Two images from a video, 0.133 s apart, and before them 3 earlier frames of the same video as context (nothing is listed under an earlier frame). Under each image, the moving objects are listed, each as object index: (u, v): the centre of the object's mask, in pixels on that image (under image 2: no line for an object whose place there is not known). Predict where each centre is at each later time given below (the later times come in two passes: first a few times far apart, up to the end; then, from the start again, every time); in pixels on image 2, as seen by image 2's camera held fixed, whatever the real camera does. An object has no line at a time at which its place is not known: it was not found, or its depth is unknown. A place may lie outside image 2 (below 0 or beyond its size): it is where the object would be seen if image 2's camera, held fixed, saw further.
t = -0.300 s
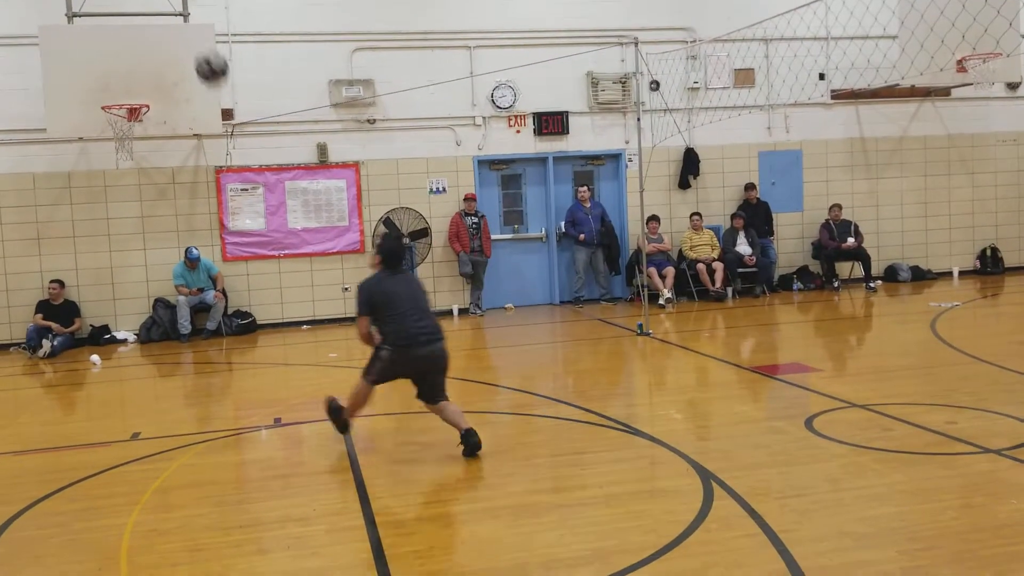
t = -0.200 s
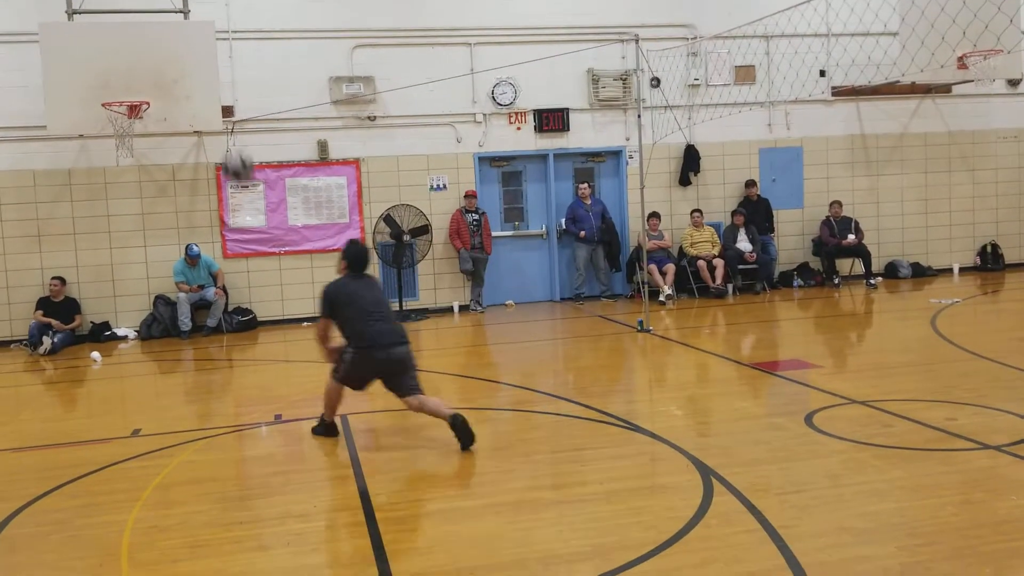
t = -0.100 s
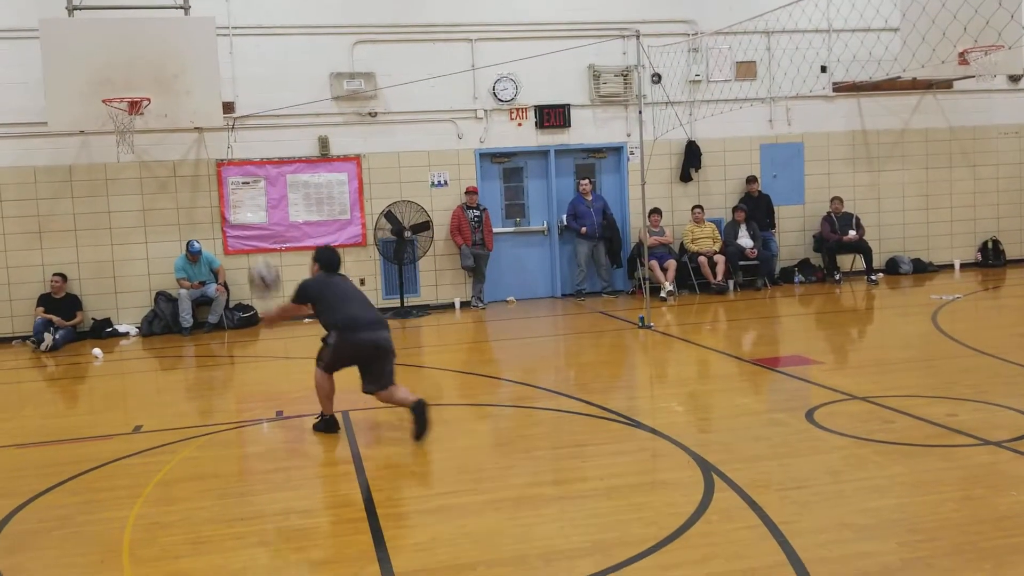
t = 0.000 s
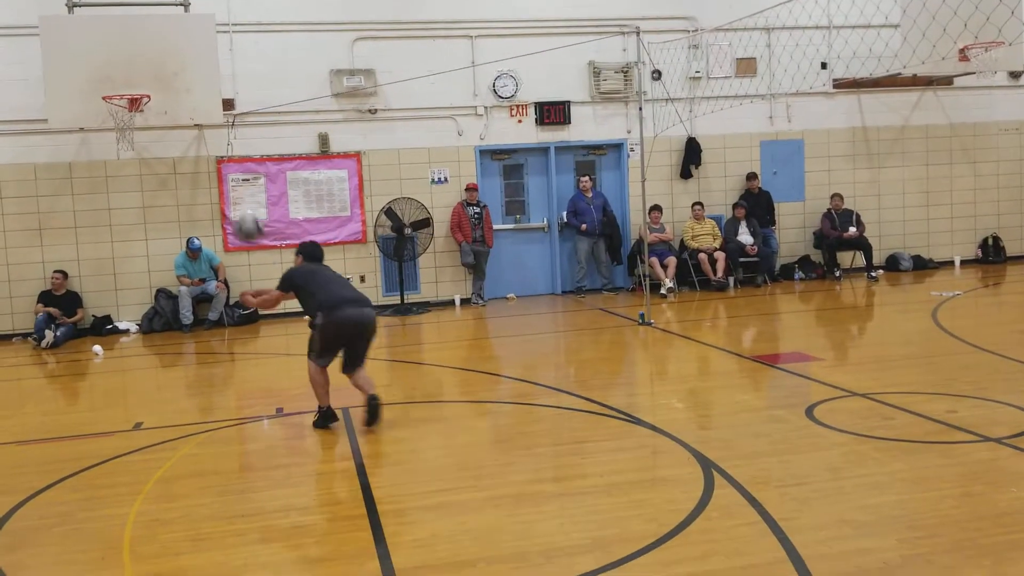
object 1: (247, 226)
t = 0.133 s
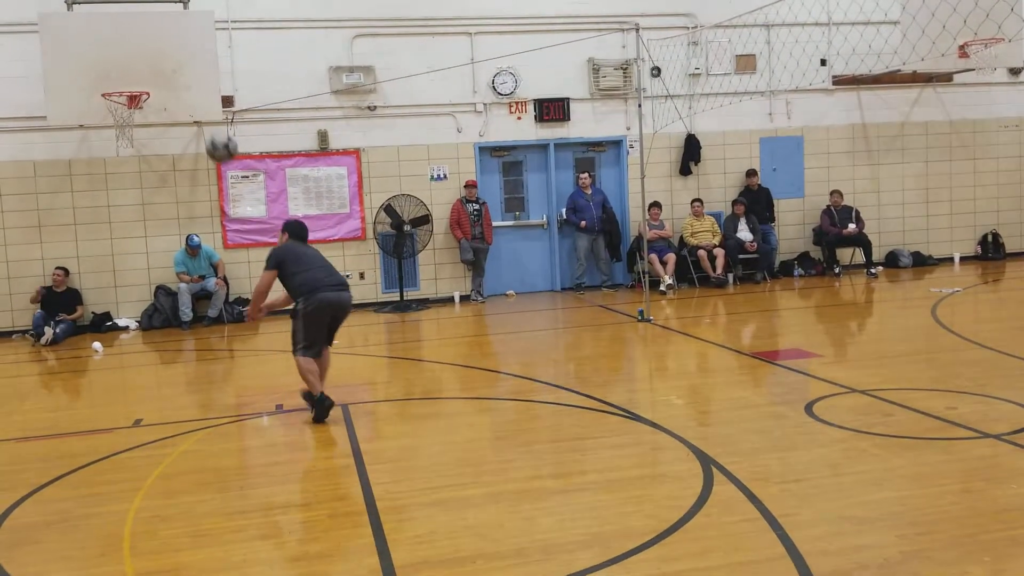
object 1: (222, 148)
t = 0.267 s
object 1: (199, 97)
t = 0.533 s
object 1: (164, 69)
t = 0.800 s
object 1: (137, 129)
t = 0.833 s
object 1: (136, 143)
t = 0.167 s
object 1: (216, 133)
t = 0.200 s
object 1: (210, 119)
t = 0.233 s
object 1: (204, 108)
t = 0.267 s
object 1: (199, 97)
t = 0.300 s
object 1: (194, 88)
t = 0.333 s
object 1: (189, 81)
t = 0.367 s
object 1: (184, 76)
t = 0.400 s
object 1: (181, 72)
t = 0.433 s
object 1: (176, 68)
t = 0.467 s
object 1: (172, 66)
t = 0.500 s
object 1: (167, 67)
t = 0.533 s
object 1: (164, 69)
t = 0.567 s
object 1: (160, 72)
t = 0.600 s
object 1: (156, 75)
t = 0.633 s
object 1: (153, 81)
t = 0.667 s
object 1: (149, 88)
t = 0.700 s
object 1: (146, 97)
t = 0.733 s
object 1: (143, 105)
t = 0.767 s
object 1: (140, 117)
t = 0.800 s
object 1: (137, 129)
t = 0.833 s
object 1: (136, 143)
